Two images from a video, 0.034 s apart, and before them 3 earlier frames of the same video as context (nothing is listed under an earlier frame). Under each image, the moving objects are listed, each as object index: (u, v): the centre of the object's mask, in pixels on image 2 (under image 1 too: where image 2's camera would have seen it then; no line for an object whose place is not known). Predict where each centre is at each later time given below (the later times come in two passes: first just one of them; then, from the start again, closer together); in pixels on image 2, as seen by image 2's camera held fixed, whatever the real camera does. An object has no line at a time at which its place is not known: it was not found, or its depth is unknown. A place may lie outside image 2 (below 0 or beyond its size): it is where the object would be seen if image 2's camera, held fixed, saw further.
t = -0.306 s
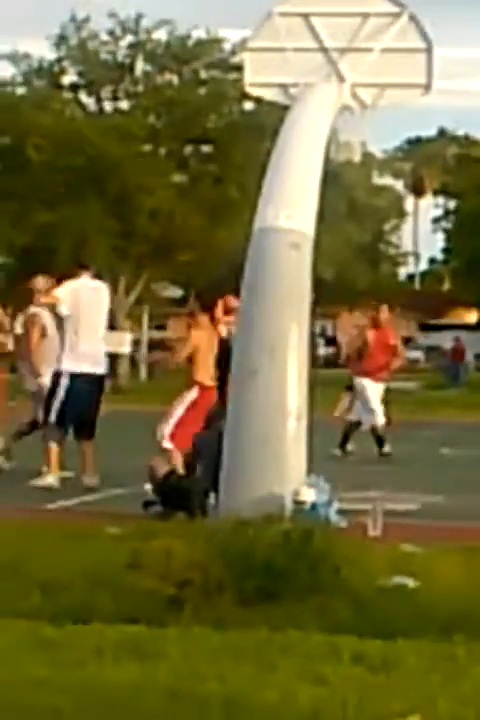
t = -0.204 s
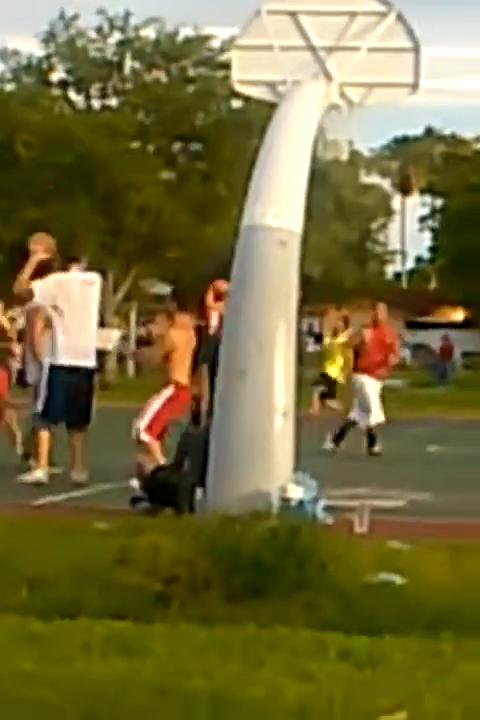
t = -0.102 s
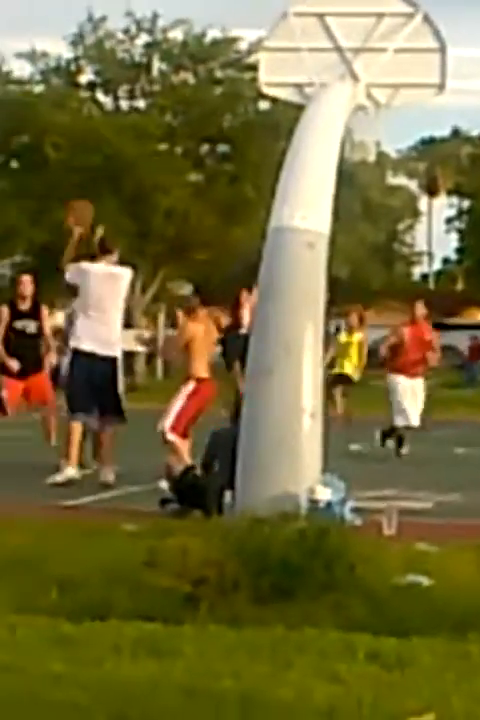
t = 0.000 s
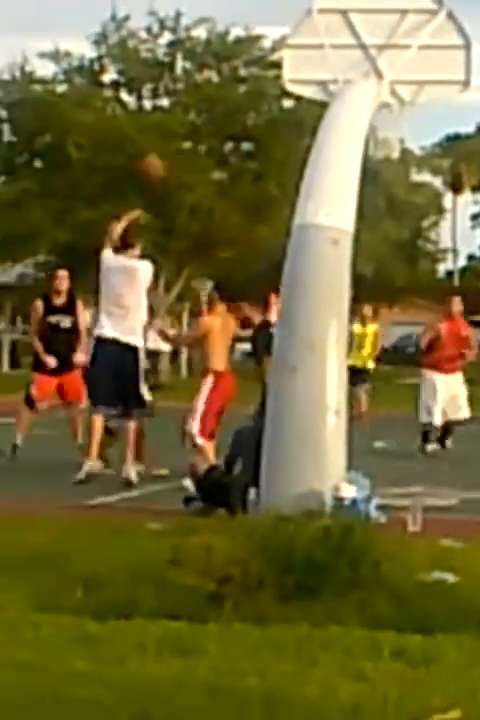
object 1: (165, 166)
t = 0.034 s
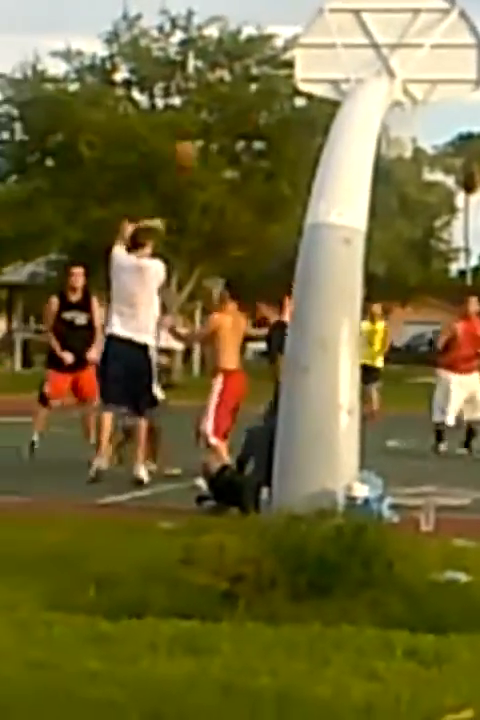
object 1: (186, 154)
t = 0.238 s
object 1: (302, 111)
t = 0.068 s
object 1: (206, 143)
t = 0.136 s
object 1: (246, 124)
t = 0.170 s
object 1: (265, 121)
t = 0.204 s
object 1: (284, 114)
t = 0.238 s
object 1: (302, 111)
